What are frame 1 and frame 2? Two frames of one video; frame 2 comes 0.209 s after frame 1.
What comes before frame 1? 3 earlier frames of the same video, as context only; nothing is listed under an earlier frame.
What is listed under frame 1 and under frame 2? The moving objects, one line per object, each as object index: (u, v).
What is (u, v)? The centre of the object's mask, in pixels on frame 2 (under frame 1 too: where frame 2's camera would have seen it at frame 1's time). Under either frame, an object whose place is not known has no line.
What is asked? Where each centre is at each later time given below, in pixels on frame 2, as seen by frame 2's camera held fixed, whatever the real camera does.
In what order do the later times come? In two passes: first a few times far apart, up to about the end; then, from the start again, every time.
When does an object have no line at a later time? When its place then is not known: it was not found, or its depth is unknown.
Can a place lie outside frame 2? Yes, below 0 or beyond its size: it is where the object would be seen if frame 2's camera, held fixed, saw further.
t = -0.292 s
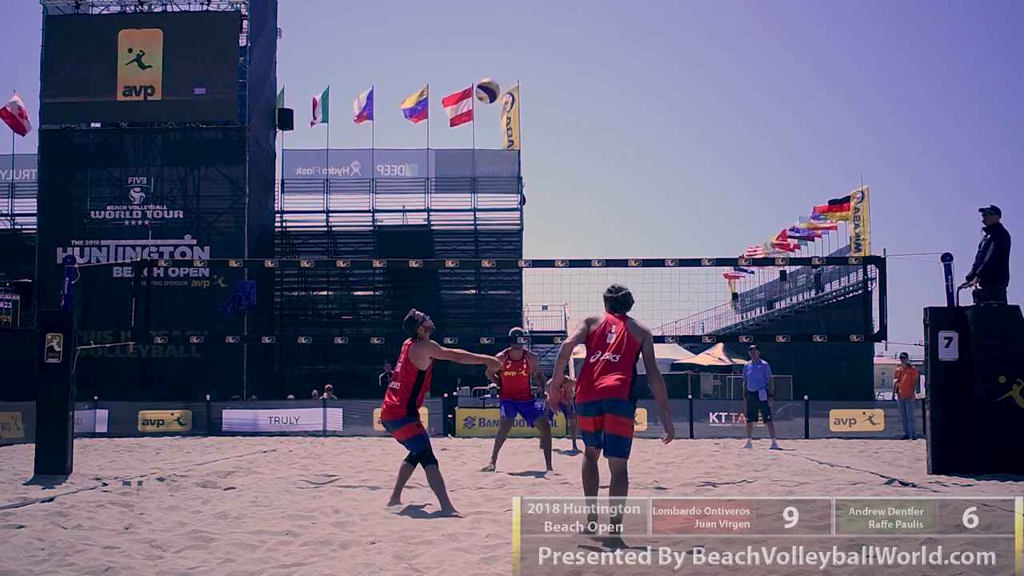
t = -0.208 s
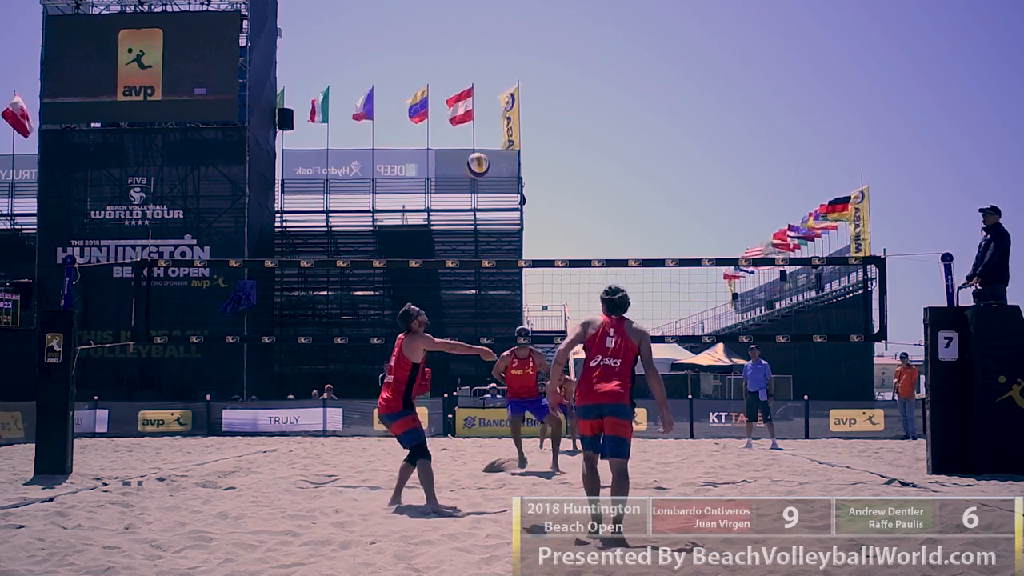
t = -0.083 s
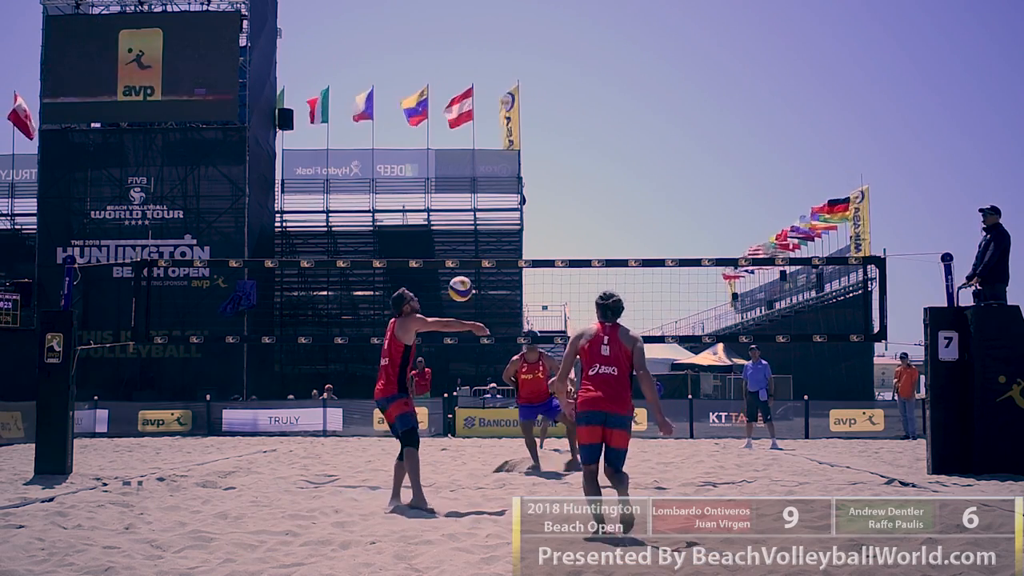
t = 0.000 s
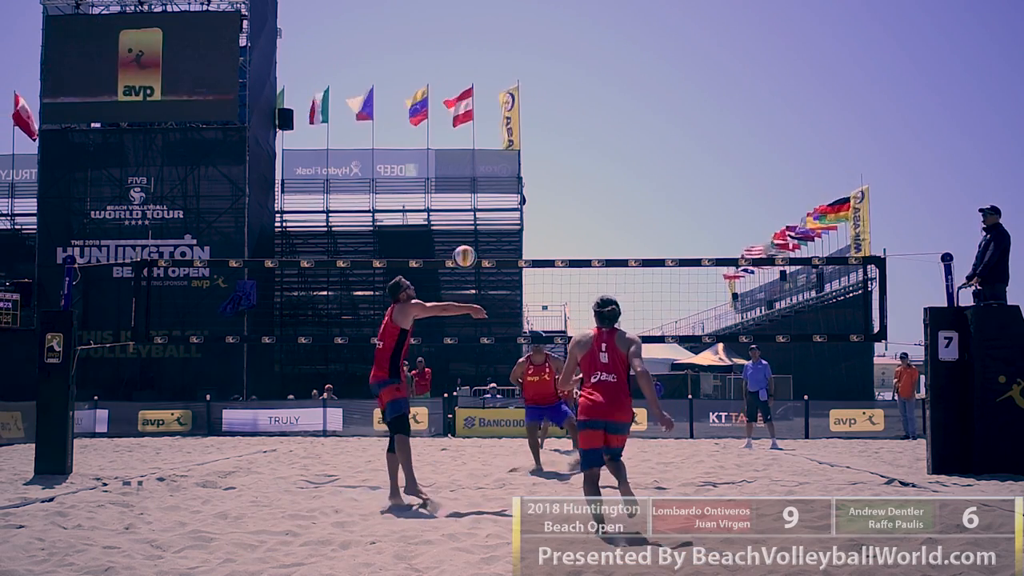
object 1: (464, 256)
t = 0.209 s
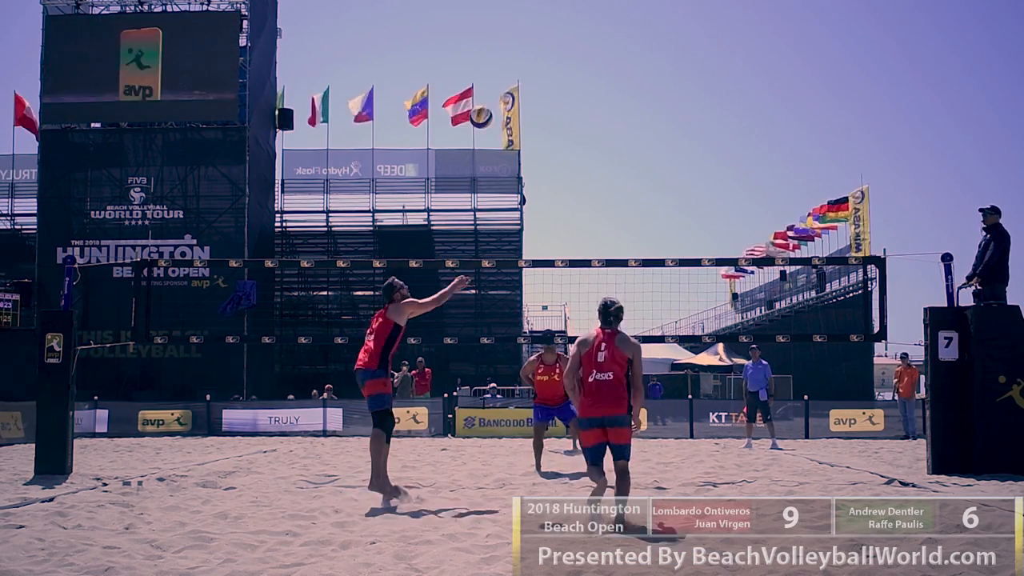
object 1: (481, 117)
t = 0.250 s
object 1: (484, 96)
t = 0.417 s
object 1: (491, 34)
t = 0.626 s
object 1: (499, 6)
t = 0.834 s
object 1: (503, 17)
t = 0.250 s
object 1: (484, 96)
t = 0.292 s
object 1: (485, 77)
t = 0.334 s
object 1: (487, 61)
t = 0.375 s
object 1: (489, 46)
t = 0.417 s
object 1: (491, 34)
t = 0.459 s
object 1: (493, 23)
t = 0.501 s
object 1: (494, 15)
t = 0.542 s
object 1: (496, 10)
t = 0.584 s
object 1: (497, 7)
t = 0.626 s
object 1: (499, 6)
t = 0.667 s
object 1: (500, 6)
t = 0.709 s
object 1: (501, 6)
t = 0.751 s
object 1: (502, 8)
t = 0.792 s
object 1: (503, 11)
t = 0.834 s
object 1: (503, 17)
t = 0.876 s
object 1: (503, 25)
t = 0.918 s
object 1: (503, 34)
